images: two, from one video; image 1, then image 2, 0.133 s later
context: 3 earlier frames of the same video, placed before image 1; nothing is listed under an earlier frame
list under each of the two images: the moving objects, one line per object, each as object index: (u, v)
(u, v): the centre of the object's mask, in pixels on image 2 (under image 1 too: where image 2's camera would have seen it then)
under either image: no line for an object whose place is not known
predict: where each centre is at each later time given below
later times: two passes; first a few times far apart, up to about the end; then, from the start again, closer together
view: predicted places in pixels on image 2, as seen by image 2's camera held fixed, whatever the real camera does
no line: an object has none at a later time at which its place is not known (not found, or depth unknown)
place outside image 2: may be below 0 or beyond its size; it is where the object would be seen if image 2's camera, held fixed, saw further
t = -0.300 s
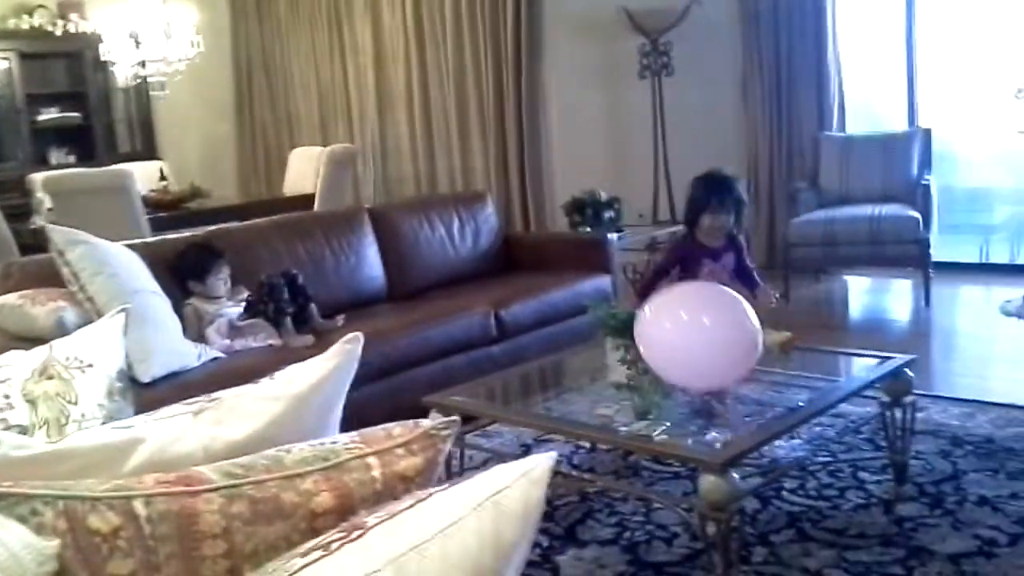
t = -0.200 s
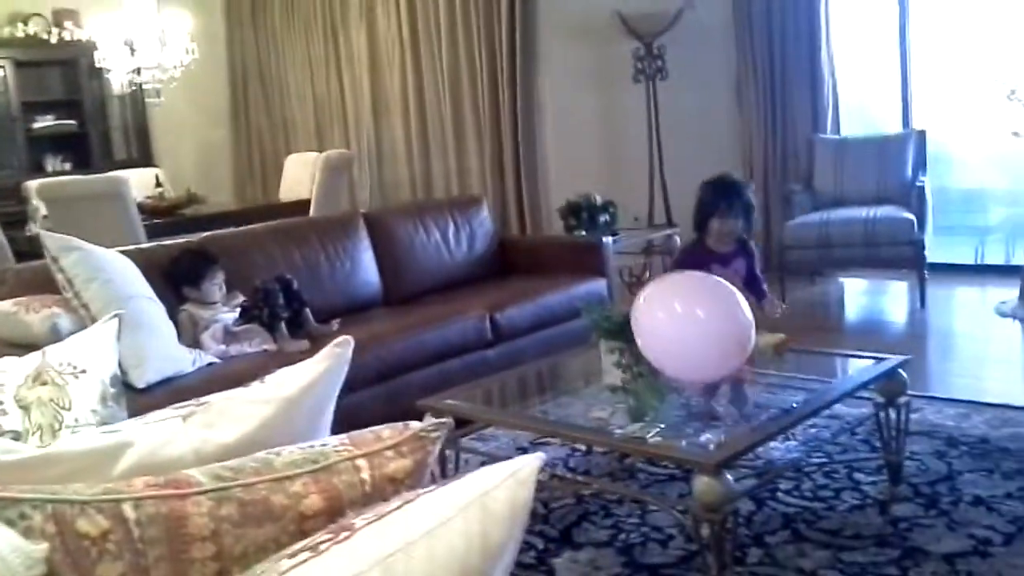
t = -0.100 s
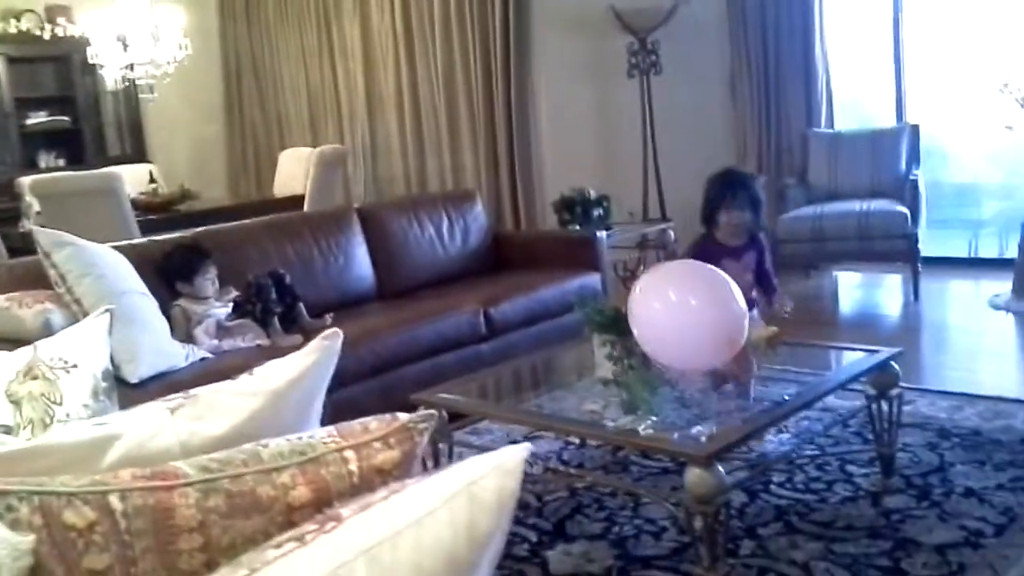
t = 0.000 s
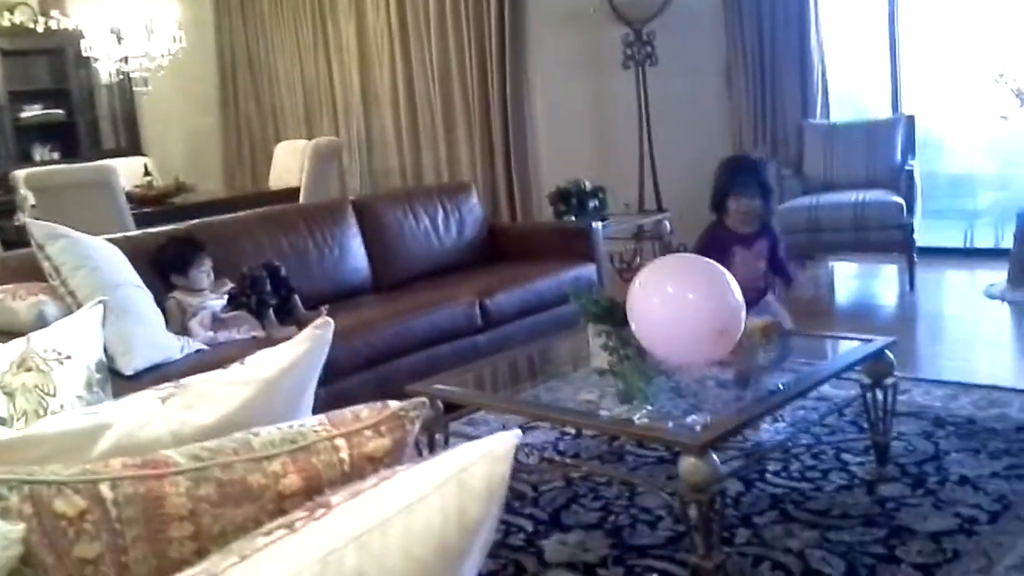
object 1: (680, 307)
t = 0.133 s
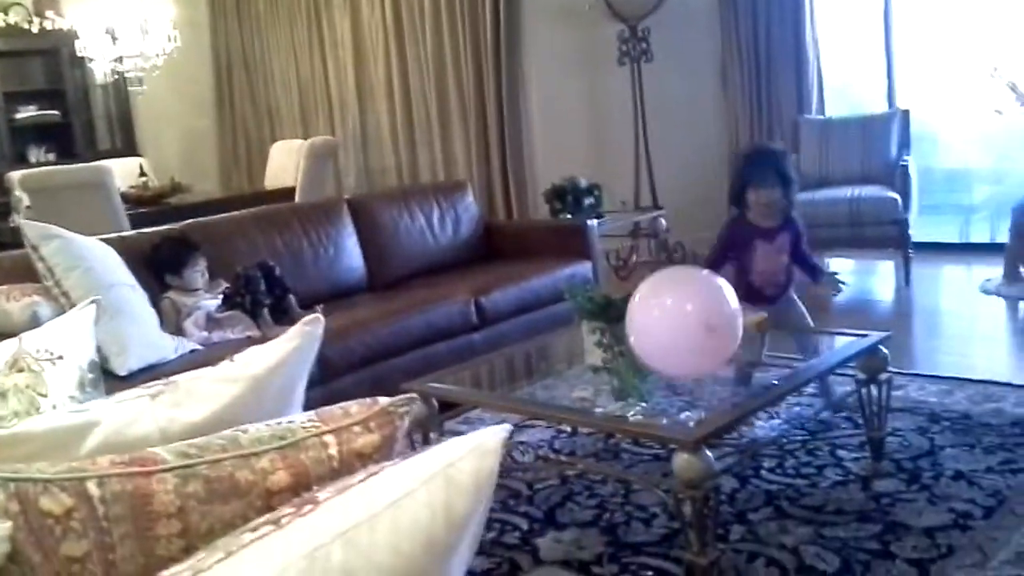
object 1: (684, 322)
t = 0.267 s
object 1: (688, 352)
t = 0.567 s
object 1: (664, 313)
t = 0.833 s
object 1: (651, 329)
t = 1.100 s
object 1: (627, 318)
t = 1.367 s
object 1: (606, 335)
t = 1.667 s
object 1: (566, 355)
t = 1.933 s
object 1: (530, 359)
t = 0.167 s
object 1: (685, 328)
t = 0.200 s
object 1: (686, 337)
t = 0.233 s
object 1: (688, 345)
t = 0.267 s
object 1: (688, 352)
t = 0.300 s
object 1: (685, 349)
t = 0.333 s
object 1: (681, 341)
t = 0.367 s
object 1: (679, 335)
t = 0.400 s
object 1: (676, 329)
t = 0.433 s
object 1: (673, 325)
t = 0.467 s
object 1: (671, 321)
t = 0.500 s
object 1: (668, 317)
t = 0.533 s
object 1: (666, 315)
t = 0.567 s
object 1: (664, 313)
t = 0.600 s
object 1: (662, 313)
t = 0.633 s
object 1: (660, 312)
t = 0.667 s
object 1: (658, 313)
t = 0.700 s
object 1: (656, 314)
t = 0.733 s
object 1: (655, 317)
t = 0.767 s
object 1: (653, 319)
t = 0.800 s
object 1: (652, 324)
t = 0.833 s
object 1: (651, 329)
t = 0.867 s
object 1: (648, 335)
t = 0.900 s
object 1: (646, 334)
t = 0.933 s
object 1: (643, 329)
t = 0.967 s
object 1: (639, 325)
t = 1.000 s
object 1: (636, 322)
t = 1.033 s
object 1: (632, 320)
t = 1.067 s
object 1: (629, 318)
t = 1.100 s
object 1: (627, 318)
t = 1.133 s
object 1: (624, 317)
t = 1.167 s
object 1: (621, 318)
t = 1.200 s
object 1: (619, 320)
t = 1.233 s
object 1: (616, 322)
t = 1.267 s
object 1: (613, 326)
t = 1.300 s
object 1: (611, 329)
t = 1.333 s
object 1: (609, 333)
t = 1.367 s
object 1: (606, 335)
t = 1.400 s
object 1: (602, 337)
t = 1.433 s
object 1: (598, 340)
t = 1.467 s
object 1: (593, 341)
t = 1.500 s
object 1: (588, 343)
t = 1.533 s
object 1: (584, 344)
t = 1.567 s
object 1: (580, 347)
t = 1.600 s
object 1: (576, 350)
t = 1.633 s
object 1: (571, 353)
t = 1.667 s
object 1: (566, 355)
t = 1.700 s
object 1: (562, 356)
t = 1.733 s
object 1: (556, 356)
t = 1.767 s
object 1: (551, 355)
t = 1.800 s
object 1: (547, 356)
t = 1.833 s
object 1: (542, 357)
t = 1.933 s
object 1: (530, 359)
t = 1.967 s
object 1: (525, 360)
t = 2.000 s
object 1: (521, 360)
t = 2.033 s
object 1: (517, 360)
